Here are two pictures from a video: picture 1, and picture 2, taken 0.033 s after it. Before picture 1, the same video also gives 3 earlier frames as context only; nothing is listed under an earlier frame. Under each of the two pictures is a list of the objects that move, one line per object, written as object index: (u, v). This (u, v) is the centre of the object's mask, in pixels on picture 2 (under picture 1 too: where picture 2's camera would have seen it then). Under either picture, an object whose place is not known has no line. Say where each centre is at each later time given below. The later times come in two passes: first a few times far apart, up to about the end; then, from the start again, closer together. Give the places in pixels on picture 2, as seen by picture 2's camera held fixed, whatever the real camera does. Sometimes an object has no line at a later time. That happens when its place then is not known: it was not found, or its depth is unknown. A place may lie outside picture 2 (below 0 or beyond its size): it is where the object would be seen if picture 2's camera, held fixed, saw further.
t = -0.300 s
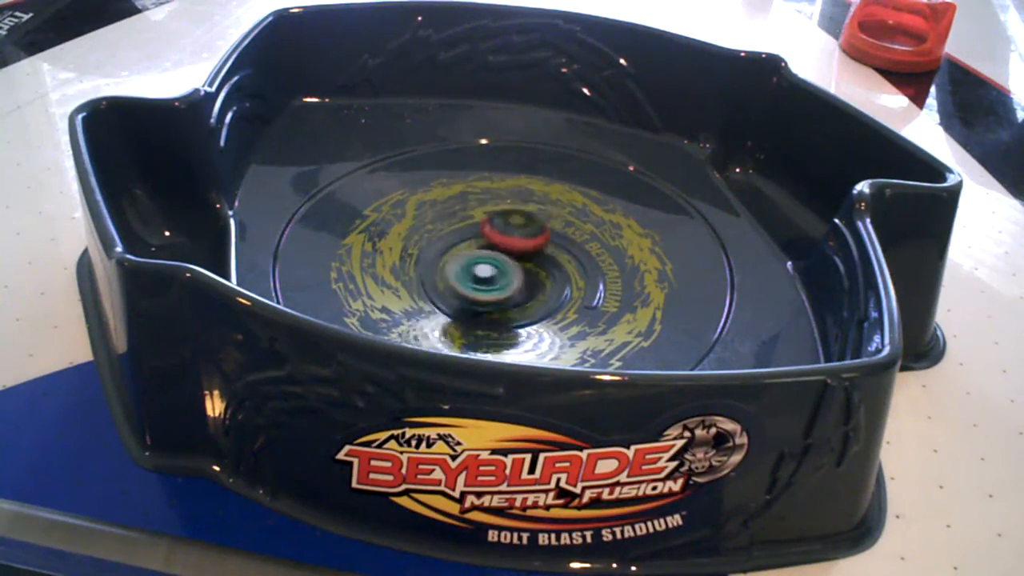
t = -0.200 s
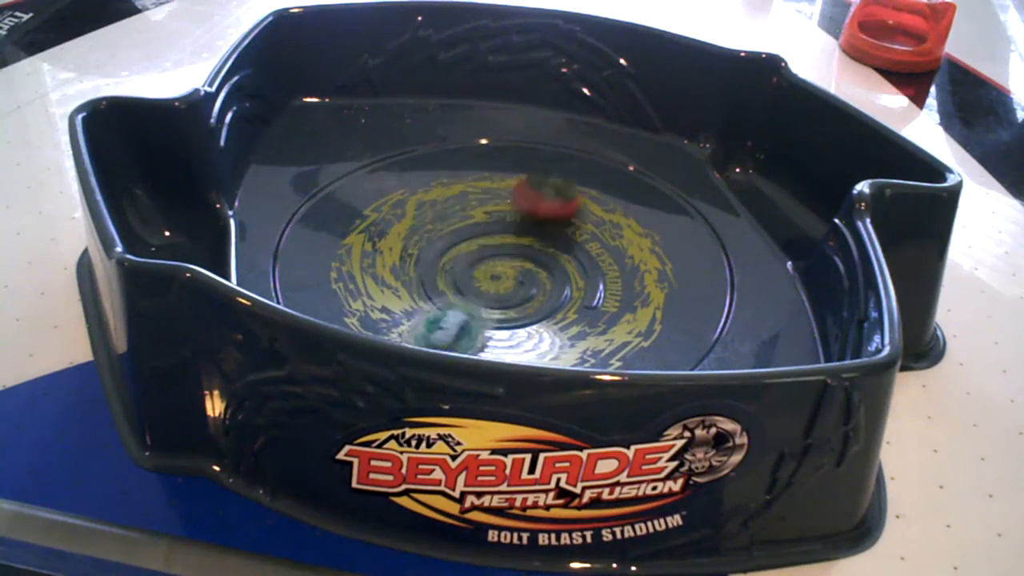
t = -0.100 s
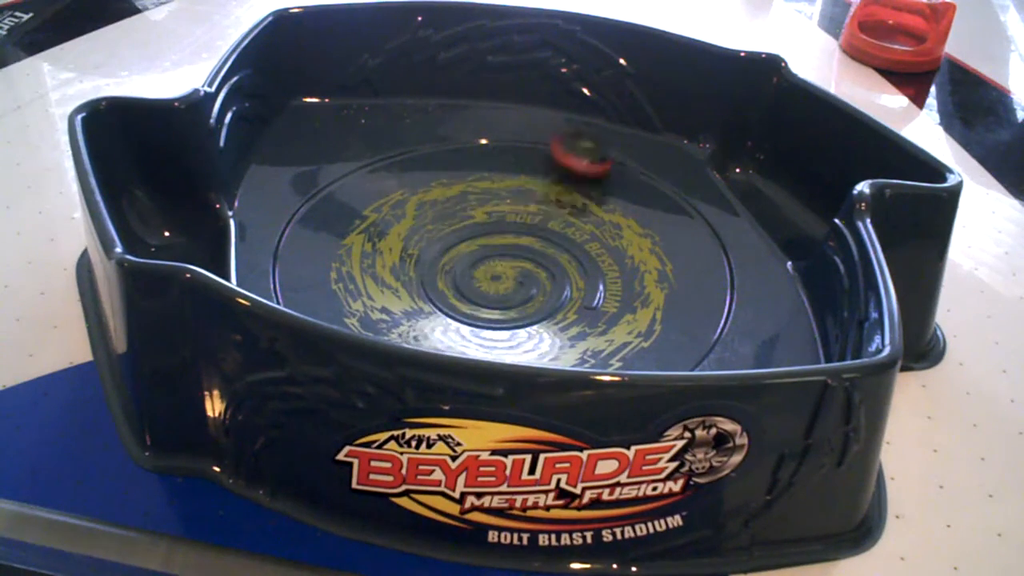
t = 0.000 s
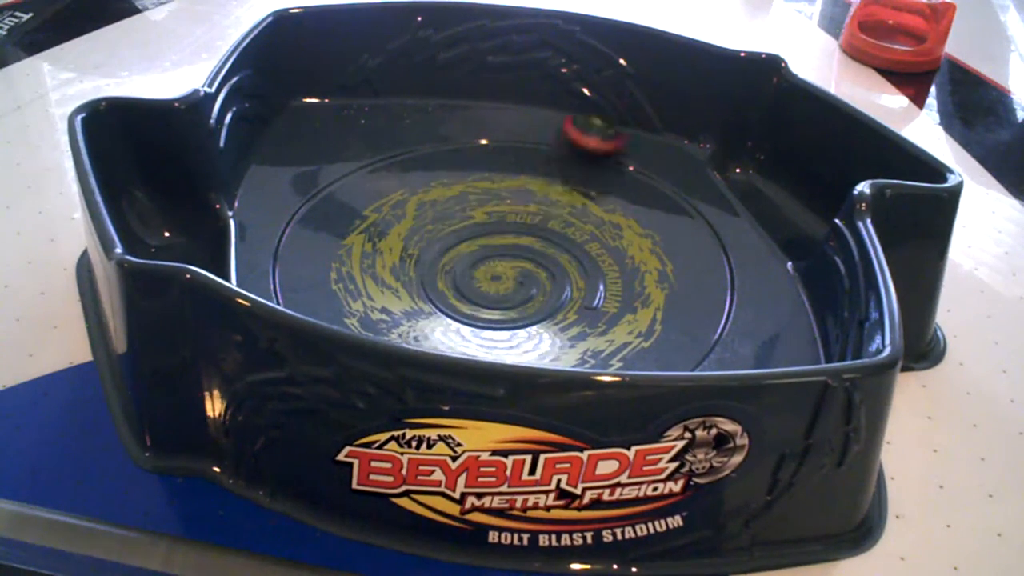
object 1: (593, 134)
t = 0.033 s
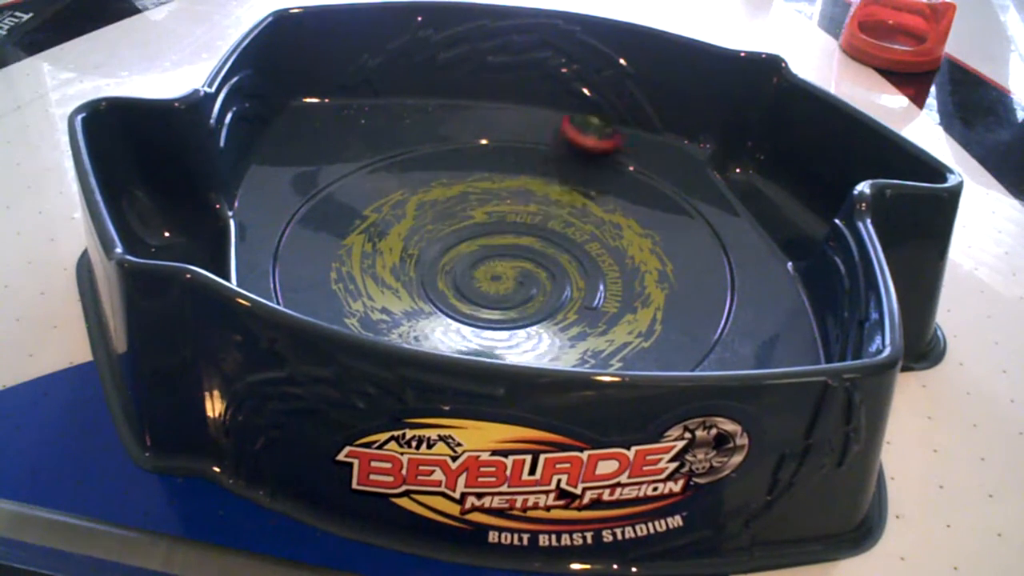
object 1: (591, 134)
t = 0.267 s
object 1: (525, 195)
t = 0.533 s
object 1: (425, 245)
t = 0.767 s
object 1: (446, 261)
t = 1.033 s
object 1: (480, 183)
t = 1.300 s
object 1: (499, 211)
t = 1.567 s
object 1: (501, 267)
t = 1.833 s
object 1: (503, 270)
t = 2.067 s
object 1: (451, 223)
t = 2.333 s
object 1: (397, 167)
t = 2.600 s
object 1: (431, 198)
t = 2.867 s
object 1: (491, 250)
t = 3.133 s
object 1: (480, 251)
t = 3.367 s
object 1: (466, 246)
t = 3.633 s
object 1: (462, 248)
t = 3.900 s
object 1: (468, 256)
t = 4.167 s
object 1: (468, 260)
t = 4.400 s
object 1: (463, 259)
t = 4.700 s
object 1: (456, 255)
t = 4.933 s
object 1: (455, 255)
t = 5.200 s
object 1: (463, 263)
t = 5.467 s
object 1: (472, 268)
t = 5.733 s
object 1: (472, 273)
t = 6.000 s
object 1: (470, 278)
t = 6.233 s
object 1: (479, 283)
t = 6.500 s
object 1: (493, 281)
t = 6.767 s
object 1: (503, 280)
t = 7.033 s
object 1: (504, 283)
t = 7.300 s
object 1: (501, 287)
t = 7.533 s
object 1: (501, 287)
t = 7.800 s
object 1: (509, 282)
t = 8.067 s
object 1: (515, 277)
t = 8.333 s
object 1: (519, 278)
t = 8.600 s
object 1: (517, 283)
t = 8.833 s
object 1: (515, 286)
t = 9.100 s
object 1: (526, 287)
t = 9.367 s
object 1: (523, 279)
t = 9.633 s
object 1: (517, 277)
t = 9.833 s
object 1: (515, 284)
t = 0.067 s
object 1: (586, 136)
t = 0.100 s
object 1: (577, 141)
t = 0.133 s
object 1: (568, 150)
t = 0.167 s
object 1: (556, 160)
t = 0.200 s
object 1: (546, 169)
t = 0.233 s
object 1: (533, 183)
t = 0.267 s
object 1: (525, 195)
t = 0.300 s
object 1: (515, 205)
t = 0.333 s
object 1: (503, 218)
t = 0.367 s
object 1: (493, 233)
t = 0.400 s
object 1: (482, 243)
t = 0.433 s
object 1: (465, 249)
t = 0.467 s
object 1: (451, 248)
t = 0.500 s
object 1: (437, 246)
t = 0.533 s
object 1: (425, 245)
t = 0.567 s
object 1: (419, 246)
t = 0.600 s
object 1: (419, 247)
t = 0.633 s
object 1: (425, 251)
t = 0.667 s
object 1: (430, 253)
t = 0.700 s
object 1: (435, 255)
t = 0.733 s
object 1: (440, 258)
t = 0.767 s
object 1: (446, 261)
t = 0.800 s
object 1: (447, 250)
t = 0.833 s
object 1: (448, 236)
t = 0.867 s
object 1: (451, 221)
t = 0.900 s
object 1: (457, 207)
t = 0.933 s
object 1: (463, 200)
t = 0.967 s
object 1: (469, 193)
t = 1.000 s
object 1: (475, 187)
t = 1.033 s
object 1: (480, 183)
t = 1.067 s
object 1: (486, 183)
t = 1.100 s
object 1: (491, 182)
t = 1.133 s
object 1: (495, 184)
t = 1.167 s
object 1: (497, 188)
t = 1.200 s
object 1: (498, 191)
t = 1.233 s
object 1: (499, 196)
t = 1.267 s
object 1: (499, 203)
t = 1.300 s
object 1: (499, 211)
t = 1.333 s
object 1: (498, 218)
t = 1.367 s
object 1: (498, 227)
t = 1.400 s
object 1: (498, 235)
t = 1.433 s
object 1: (499, 242)
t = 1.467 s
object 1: (499, 249)
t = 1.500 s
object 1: (500, 255)
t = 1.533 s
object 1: (500, 260)
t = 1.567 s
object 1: (501, 267)
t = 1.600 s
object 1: (502, 268)
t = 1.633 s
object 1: (502, 269)
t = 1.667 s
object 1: (503, 270)
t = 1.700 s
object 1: (503, 271)
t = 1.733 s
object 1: (503, 271)
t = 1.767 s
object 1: (503, 271)
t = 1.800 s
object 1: (503, 270)
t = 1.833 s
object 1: (503, 270)
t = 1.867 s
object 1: (504, 269)
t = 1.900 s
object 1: (504, 269)
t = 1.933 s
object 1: (504, 268)
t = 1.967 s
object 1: (504, 267)
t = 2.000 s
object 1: (500, 264)
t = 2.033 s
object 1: (472, 243)
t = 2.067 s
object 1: (451, 223)
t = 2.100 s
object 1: (437, 207)
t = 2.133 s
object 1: (423, 196)
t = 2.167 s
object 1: (414, 186)
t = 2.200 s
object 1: (404, 178)
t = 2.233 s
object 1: (399, 172)
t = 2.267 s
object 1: (397, 167)
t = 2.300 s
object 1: (397, 167)
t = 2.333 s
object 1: (397, 167)
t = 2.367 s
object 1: (399, 169)
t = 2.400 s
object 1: (401, 172)
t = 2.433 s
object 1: (404, 175)
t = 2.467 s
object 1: (407, 178)
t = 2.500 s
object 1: (412, 182)
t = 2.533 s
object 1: (418, 188)
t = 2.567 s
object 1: (424, 193)
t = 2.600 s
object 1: (431, 198)
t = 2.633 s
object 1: (438, 204)
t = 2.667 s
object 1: (445, 210)
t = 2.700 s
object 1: (453, 217)
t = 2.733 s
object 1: (462, 225)
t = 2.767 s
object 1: (469, 231)
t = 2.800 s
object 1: (477, 239)
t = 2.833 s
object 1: (484, 245)
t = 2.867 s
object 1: (491, 250)
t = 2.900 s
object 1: (497, 255)
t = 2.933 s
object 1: (503, 259)
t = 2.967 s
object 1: (503, 261)
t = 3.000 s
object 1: (498, 257)
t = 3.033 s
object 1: (491, 254)
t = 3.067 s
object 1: (485, 252)
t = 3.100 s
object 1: (482, 251)
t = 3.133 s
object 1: (480, 251)
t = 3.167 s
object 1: (479, 250)
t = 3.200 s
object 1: (480, 251)
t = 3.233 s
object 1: (480, 252)
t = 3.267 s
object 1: (481, 253)
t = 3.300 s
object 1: (481, 254)
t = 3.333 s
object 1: (475, 249)
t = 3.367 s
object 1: (466, 246)
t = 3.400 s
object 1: (459, 244)
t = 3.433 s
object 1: (455, 241)
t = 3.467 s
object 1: (456, 242)
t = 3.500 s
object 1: (460, 244)
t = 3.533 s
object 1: (464, 246)
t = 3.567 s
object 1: (464, 247)
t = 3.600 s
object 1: (463, 248)
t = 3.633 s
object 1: (462, 248)
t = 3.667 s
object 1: (462, 249)
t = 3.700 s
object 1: (463, 251)
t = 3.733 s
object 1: (465, 252)
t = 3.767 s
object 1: (466, 253)
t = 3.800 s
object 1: (467, 254)
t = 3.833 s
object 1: (468, 254)
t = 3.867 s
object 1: (468, 255)
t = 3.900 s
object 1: (468, 256)
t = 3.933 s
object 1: (468, 257)
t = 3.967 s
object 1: (468, 258)
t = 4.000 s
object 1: (468, 259)
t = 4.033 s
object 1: (468, 259)
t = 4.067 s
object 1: (468, 259)
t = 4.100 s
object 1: (468, 260)
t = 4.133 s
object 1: (468, 260)
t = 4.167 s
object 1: (468, 260)
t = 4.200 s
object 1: (468, 261)
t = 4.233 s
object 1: (467, 261)
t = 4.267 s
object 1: (466, 261)
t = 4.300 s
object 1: (465, 260)
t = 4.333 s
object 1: (465, 260)
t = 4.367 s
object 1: (464, 259)
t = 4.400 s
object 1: (463, 259)
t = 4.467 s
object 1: (462, 258)
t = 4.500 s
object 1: (461, 257)
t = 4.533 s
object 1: (460, 257)
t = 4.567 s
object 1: (459, 257)
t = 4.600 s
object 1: (458, 256)
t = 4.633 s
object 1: (457, 256)
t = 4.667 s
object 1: (457, 256)
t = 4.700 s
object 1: (456, 255)
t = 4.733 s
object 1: (456, 255)
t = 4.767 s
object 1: (455, 254)
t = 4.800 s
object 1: (455, 254)
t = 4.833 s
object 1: (455, 254)
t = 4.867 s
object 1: (455, 254)
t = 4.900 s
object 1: (455, 255)
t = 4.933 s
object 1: (455, 255)
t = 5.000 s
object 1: (456, 255)
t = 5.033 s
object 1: (456, 257)
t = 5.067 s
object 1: (458, 258)
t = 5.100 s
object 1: (459, 259)
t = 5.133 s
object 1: (461, 260)
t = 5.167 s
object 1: (462, 262)
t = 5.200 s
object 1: (463, 263)
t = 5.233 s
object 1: (465, 263)
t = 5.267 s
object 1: (466, 264)
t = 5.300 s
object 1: (467, 265)
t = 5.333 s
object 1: (469, 265)
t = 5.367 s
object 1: (469, 266)
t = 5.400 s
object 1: (470, 266)
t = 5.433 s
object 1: (471, 267)
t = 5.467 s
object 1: (472, 268)
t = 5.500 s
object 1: (472, 269)
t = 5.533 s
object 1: (472, 269)
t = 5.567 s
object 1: (473, 270)
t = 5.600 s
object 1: (472, 270)
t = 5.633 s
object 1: (473, 271)
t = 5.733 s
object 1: (472, 273)
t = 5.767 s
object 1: (471, 273)
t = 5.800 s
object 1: (470, 274)
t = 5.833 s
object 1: (469, 274)
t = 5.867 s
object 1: (469, 274)
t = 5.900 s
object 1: (466, 276)
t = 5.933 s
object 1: (466, 277)
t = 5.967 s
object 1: (467, 278)
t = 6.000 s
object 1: (470, 278)
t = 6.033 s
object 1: (473, 279)
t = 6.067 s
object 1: (473, 280)
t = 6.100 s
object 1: (473, 282)
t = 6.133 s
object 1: (473, 283)
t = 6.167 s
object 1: (474, 283)
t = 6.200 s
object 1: (476, 283)
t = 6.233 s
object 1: (479, 283)
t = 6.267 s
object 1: (480, 283)
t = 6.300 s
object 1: (482, 283)
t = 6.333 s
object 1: (484, 283)
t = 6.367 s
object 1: (486, 283)
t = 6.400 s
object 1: (489, 283)
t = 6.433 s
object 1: (490, 282)
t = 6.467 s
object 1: (491, 281)
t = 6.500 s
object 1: (493, 281)
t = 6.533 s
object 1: (495, 281)
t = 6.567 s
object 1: (496, 281)
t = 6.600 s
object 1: (497, 280)
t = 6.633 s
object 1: (498, 280)
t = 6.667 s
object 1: (499, 280)
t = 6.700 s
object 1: (500, 280)
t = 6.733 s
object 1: (502, 279)
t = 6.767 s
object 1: (503, 280)
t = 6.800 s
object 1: (503, 280)
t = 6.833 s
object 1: (504, 280)
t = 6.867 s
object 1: (504, 281)
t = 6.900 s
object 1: (505, 281)
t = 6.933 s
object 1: (505, 281)
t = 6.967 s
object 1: (505, 282)
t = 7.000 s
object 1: (505, 282)
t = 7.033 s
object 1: (504, 283)
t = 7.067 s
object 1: (504, 283)
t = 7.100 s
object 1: (503, 284)
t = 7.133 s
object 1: (502, 284)
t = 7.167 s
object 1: (502, 285)
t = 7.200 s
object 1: (502, 286)
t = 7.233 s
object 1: (501, 286)
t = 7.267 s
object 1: (501, 286)
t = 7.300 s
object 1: (501, 287)
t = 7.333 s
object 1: (500, 287)
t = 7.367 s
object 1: (500, 287)
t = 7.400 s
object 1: (500, 287)
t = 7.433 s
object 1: (500, 287)
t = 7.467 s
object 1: (500, 287)
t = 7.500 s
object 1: (500, 287)
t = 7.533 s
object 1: (501, 287)
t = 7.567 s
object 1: (502, 287)
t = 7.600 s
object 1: (503, 286)
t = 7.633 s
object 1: (504, 286)
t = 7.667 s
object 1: (505, 285)
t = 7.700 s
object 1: (506, 284)
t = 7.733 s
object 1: (507, 284)
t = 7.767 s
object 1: (508, 283)
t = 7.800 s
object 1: (509, 282)
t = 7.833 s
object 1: (511, 281)
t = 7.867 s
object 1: (512, 280)
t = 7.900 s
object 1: (513, 280)
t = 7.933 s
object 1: (514, 279)
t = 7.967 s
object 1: (514, 278)
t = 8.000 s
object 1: (514, 278)
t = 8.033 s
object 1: (515, 277)
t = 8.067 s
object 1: (515, 277)
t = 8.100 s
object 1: (516, 277)
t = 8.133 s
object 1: (517, 277)
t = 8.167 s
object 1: (518, 277)
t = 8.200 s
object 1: (518, 277)
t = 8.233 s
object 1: (518, 277)
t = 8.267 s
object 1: (518, 277)
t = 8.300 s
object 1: (519, 277)
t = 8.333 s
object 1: (519, 278)
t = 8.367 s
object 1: (519, 278)
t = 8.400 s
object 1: (519, 279)
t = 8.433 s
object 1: (519, 279)
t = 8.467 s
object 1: (519, 280)
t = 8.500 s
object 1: (518, 281)
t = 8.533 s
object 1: (518, 281)
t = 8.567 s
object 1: (518, 282)
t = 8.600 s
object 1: (517, 283)
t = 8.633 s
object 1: (517, 283)
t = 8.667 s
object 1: (517, 284)
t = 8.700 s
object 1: (516, 284)
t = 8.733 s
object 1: (516, 285)
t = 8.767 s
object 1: (516, 285)
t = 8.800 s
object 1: (516, 285)
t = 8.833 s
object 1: (515, 286)
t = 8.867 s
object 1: (515, 286)
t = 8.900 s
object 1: (515, 285)
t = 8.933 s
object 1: (515, 285)
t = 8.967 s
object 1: (515, 285)
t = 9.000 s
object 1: (516, 285)
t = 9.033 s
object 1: (517, 284)
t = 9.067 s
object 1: (523, 285)
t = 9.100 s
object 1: (526, 287)
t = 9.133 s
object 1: (528, 287)
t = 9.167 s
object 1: (528, 286)
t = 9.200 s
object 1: (528, 285)
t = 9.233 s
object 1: (528, 284)
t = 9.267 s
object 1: (527, 283)
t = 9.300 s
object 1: (526, 281)
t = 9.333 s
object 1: (525, 280)
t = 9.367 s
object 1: (523, 279)
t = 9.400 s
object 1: (519, 277)
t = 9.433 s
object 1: (515, 274)
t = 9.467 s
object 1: (515, 273)
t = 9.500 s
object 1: (516, 274)
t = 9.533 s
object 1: (516, 275)
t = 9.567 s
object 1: (516, 276)
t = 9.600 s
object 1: (517, 277)
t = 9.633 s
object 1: (517, 277)
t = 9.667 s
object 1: (521, 279)
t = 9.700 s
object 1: (521, 280)
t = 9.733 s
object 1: (519, 280)
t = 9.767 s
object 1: (517, 279)
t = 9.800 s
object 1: (515, 279)
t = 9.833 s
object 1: (515, 284)
